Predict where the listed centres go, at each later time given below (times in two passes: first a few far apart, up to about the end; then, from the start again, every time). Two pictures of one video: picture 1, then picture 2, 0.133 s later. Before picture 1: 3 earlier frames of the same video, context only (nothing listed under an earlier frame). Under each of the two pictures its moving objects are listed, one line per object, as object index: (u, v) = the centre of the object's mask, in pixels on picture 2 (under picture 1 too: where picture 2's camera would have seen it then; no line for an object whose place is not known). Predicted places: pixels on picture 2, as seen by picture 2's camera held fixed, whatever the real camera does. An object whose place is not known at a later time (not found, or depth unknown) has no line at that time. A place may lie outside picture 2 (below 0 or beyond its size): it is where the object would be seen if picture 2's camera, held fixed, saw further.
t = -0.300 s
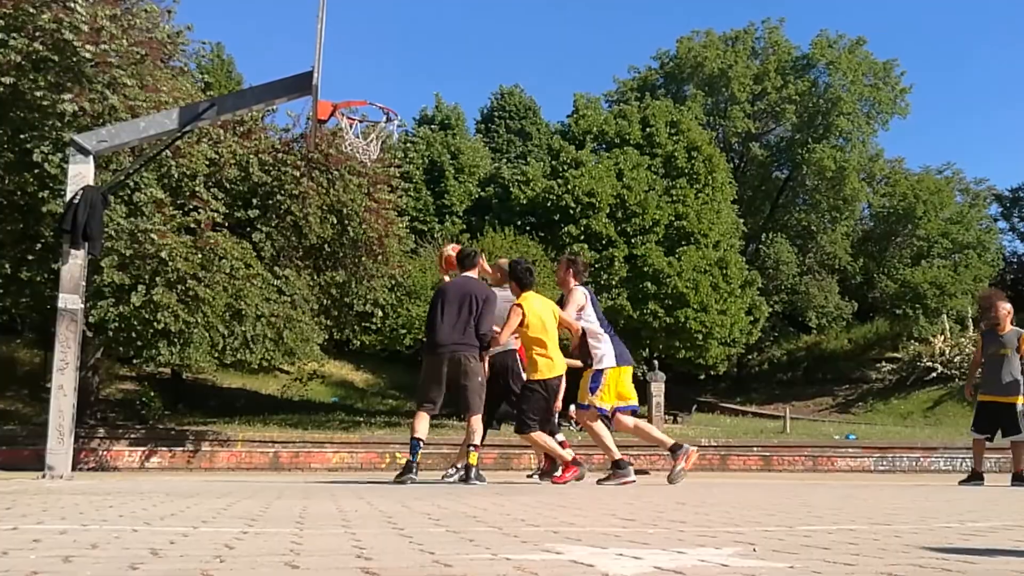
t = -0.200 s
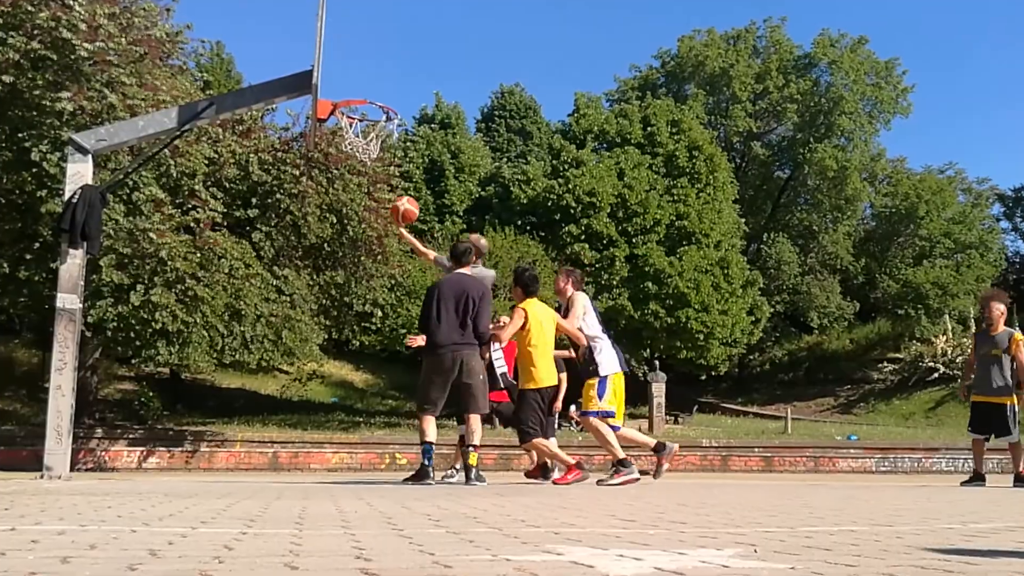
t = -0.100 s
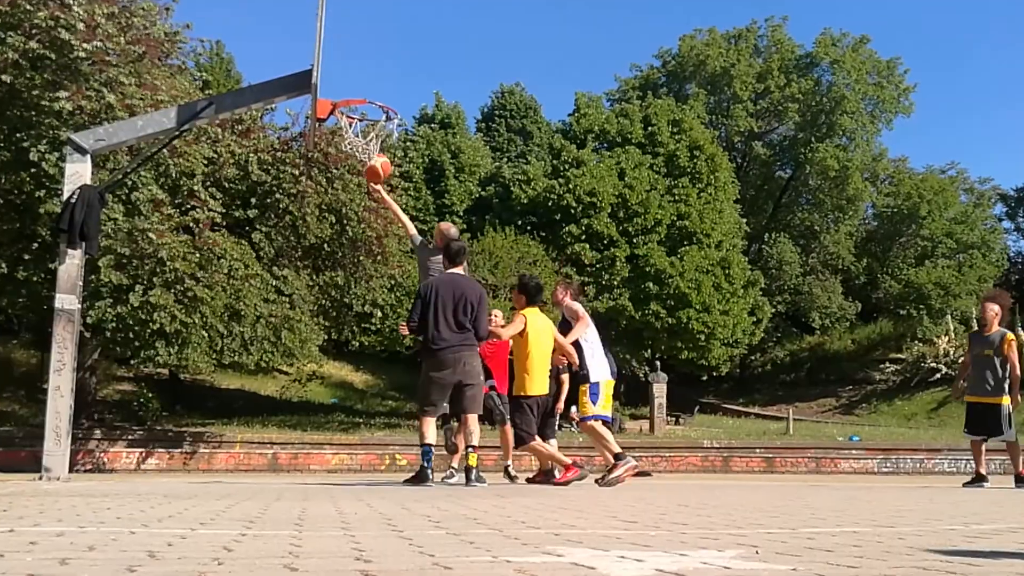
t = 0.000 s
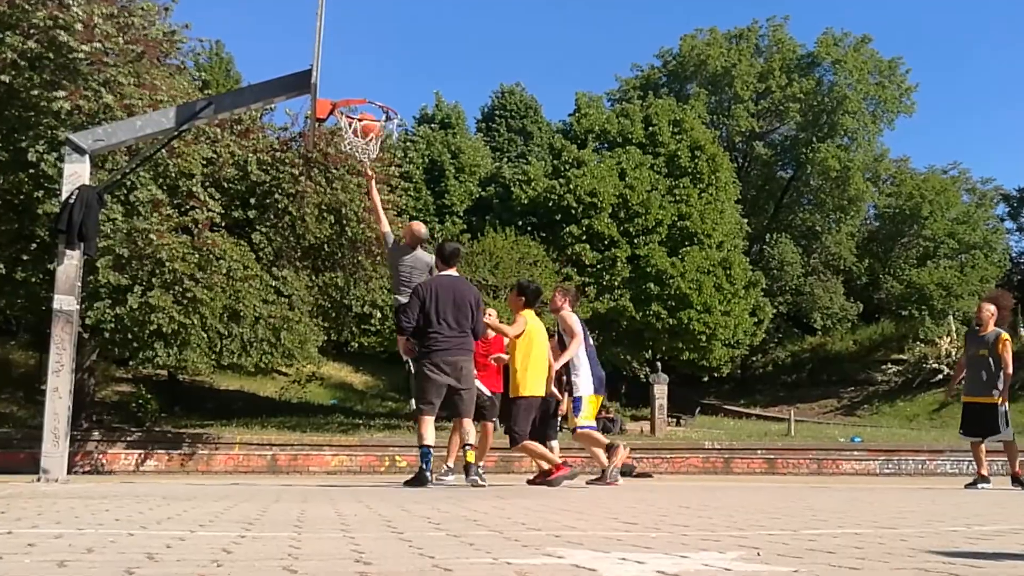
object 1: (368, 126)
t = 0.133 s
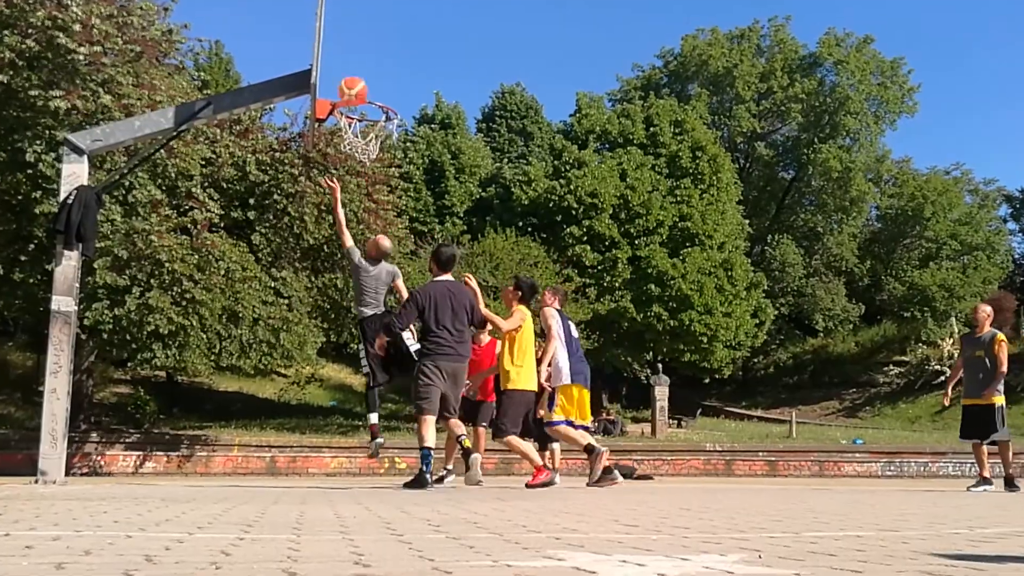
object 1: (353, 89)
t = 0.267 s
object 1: (338, 72)
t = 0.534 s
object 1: (355, 81)
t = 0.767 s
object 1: (362, 116)
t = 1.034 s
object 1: (354, 131)
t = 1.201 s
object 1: (364, 179)
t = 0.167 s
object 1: (349, 84)
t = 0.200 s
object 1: (345, 79)
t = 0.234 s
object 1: (342, 74)
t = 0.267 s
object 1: (338, 72)
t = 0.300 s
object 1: (334, 70)
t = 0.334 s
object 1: (336, 68)
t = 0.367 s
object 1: (339, 67)
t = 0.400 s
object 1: (342, 67)
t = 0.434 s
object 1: (345, 68)
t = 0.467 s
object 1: (348, 71)
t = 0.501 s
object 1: (352, 76)
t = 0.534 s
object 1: (355, 81)
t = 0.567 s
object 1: (357, 85)
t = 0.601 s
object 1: (361, 95)
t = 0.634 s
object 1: (364, 105)
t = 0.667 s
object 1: (367, 117)
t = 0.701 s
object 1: (368, 124)
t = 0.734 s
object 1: (365, 120)
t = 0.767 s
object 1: (362, 116)
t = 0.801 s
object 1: (358, 118)
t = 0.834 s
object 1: (355, 121)
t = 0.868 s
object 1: (353, 126)
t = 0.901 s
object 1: (352, 126)
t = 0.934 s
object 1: (351, 125)
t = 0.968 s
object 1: (352, 126)
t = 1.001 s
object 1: (351, 128)
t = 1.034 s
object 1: (354, 131)
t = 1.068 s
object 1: (358, 139)
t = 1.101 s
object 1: (361, 147)
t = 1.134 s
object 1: (363, 157)
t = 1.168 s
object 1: (363, 167)
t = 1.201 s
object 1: (364, 179)
